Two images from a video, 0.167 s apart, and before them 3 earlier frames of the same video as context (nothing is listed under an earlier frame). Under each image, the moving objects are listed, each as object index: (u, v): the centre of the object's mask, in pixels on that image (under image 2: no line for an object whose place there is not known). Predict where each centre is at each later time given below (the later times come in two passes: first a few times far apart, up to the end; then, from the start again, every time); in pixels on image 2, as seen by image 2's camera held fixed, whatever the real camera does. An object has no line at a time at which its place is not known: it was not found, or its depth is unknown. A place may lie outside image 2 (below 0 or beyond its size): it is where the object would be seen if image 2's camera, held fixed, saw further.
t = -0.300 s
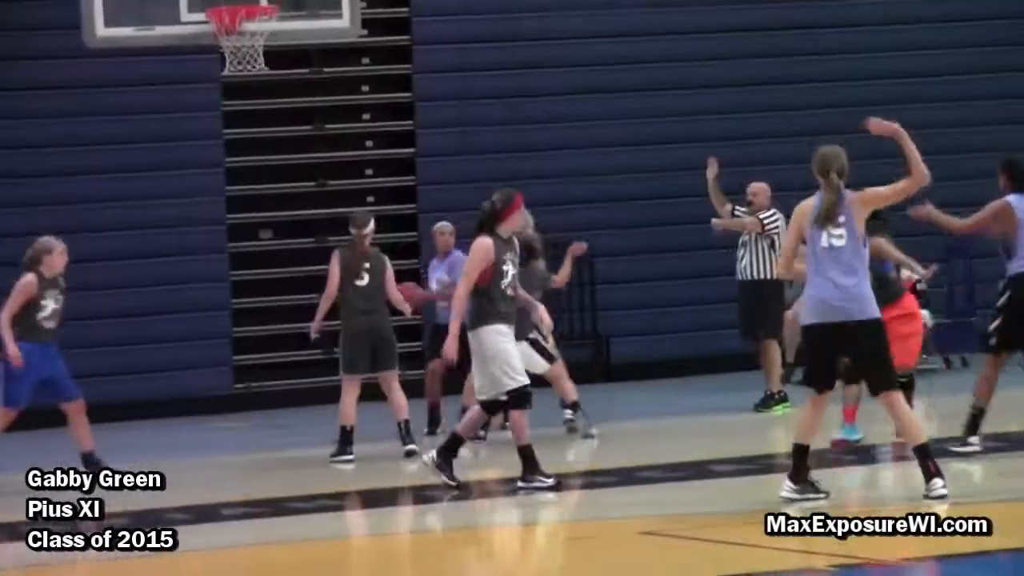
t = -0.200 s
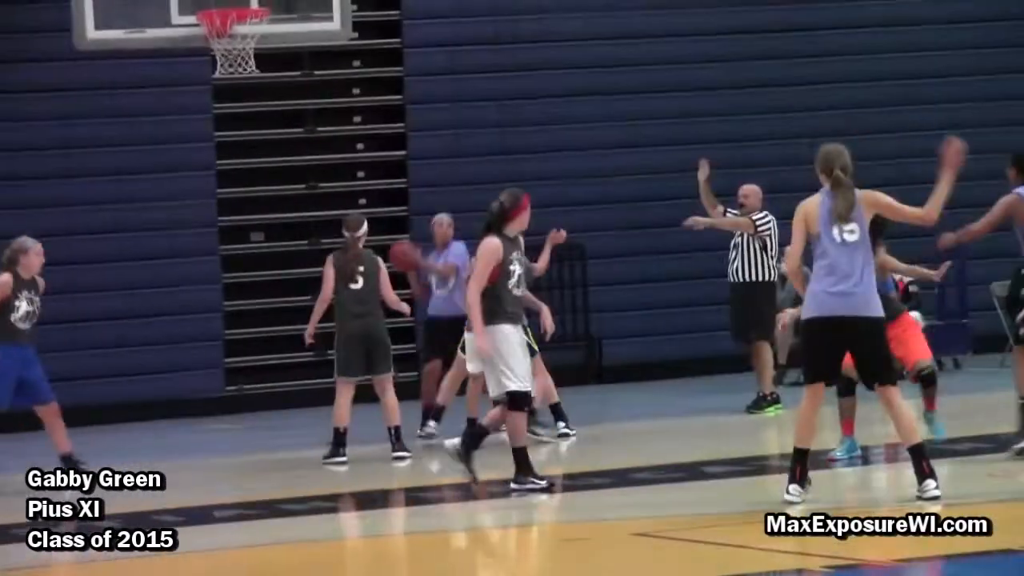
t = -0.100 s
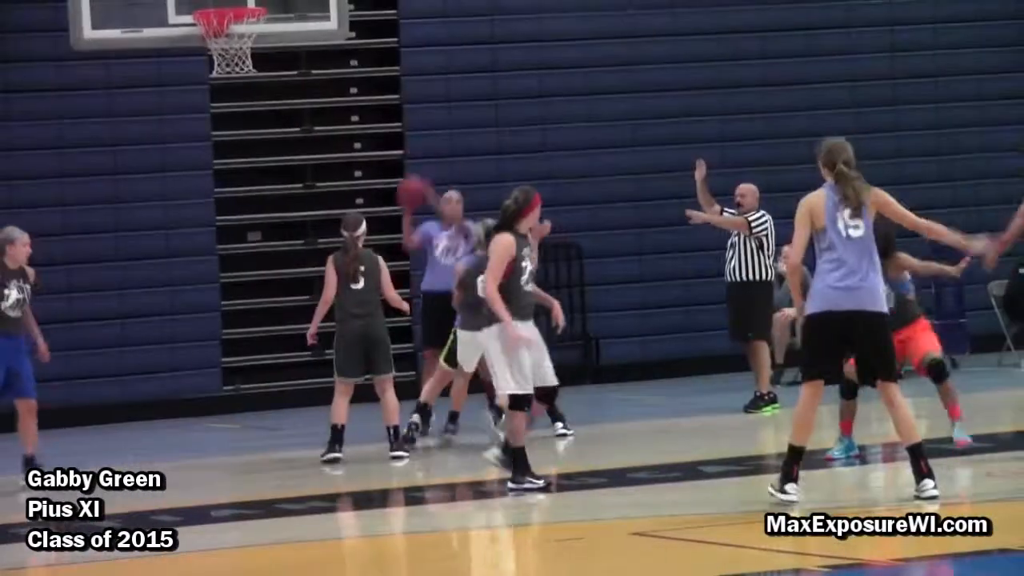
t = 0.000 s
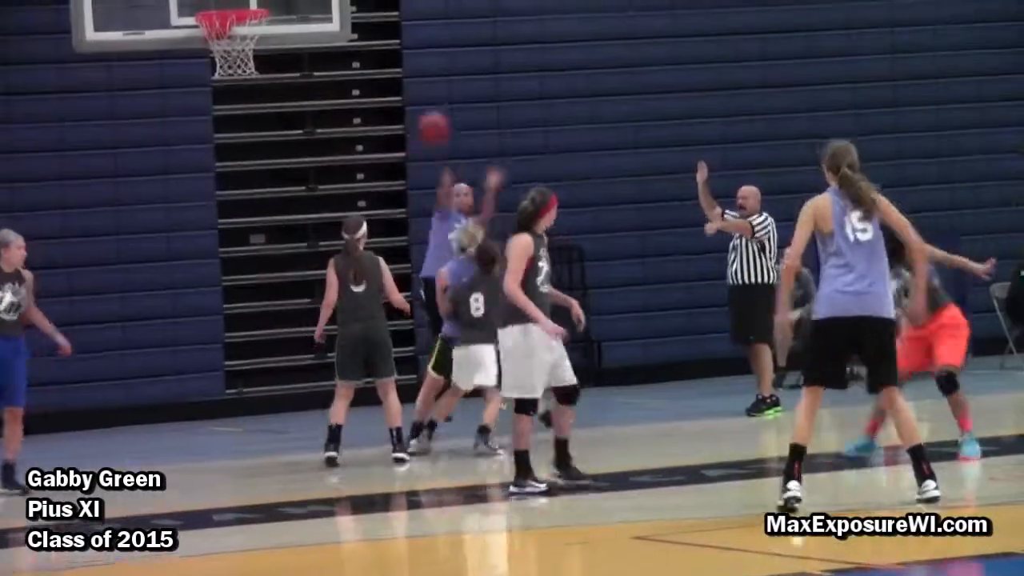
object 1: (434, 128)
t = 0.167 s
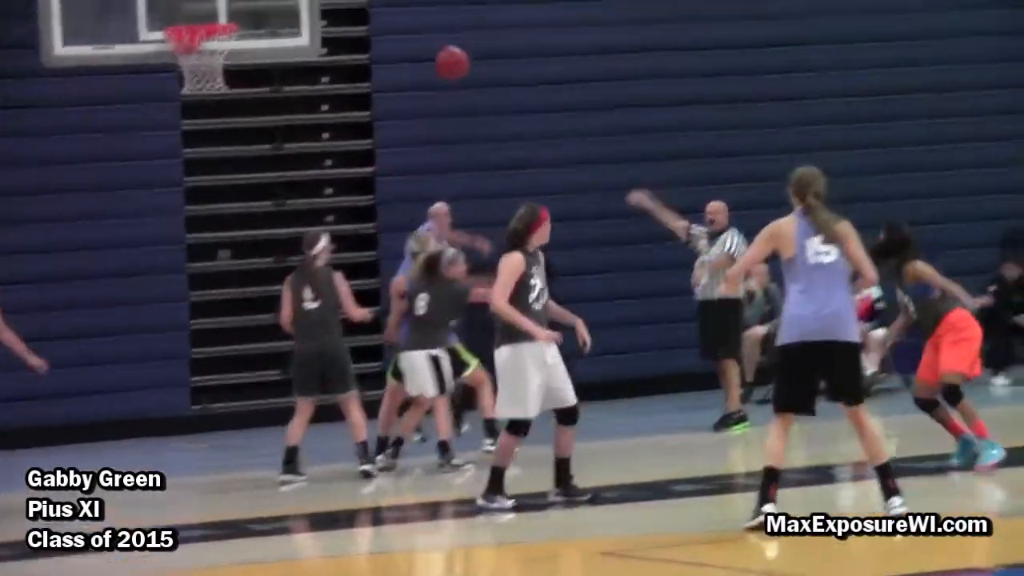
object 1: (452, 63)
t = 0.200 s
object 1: (462, 51)
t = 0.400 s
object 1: (535, 5)
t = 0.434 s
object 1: (547, 4)
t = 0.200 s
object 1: (462, 51)
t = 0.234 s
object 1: (474, 40)
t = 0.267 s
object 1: (485, 30)
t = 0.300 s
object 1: (497, 22)
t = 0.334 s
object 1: (508, 15)
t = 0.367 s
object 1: (522, 8)
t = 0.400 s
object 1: (535, 5)
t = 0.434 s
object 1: (547, 4)
